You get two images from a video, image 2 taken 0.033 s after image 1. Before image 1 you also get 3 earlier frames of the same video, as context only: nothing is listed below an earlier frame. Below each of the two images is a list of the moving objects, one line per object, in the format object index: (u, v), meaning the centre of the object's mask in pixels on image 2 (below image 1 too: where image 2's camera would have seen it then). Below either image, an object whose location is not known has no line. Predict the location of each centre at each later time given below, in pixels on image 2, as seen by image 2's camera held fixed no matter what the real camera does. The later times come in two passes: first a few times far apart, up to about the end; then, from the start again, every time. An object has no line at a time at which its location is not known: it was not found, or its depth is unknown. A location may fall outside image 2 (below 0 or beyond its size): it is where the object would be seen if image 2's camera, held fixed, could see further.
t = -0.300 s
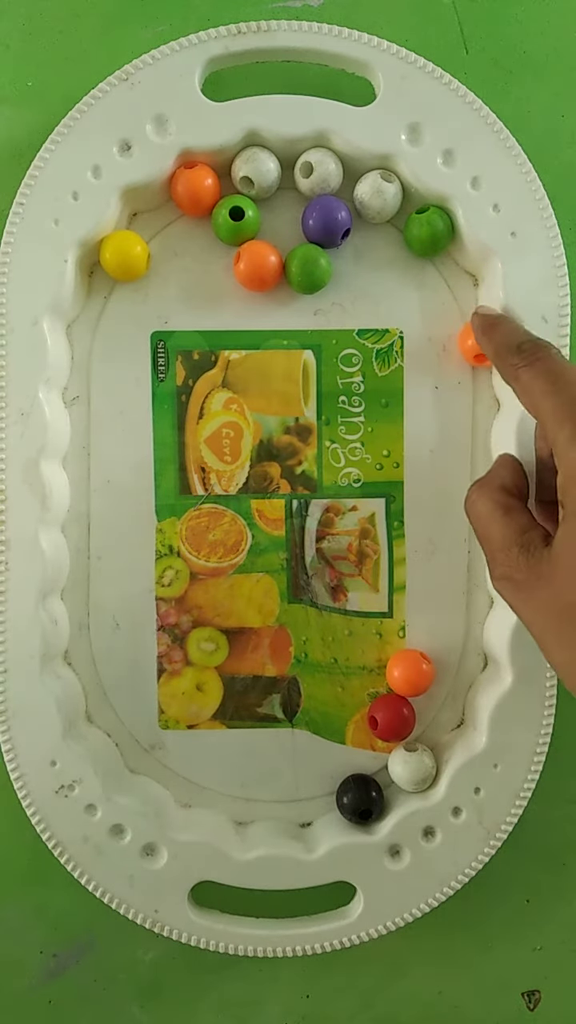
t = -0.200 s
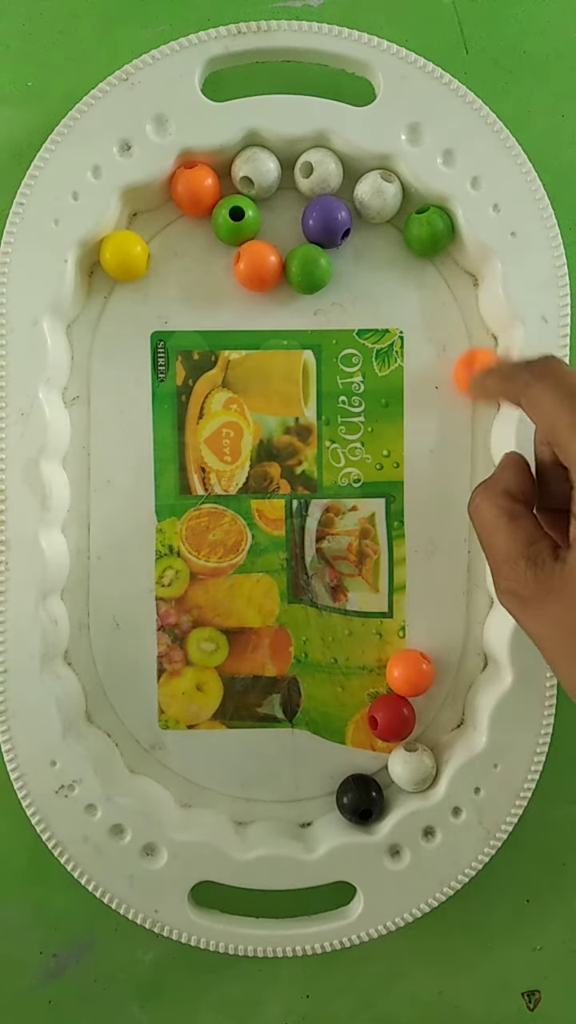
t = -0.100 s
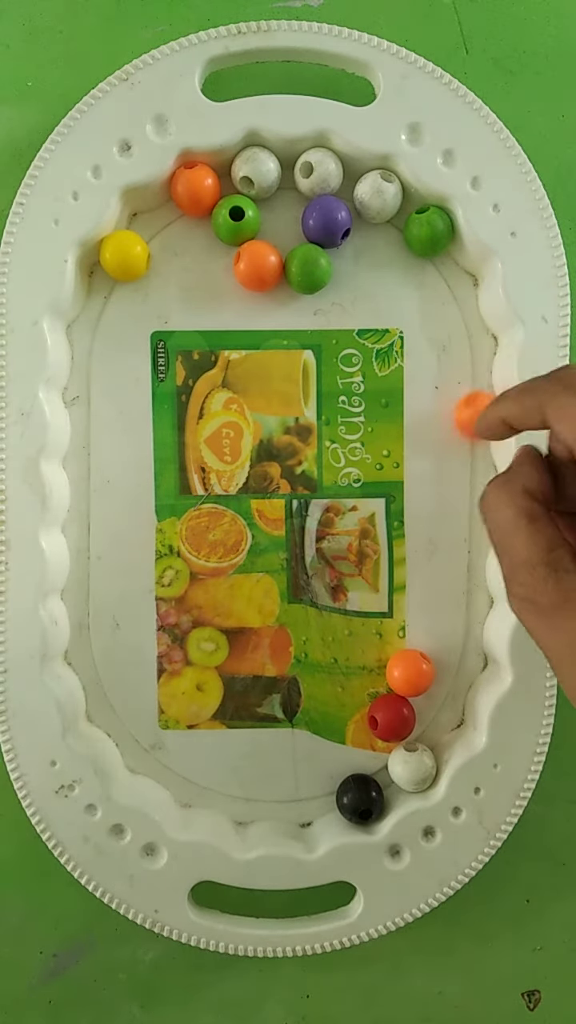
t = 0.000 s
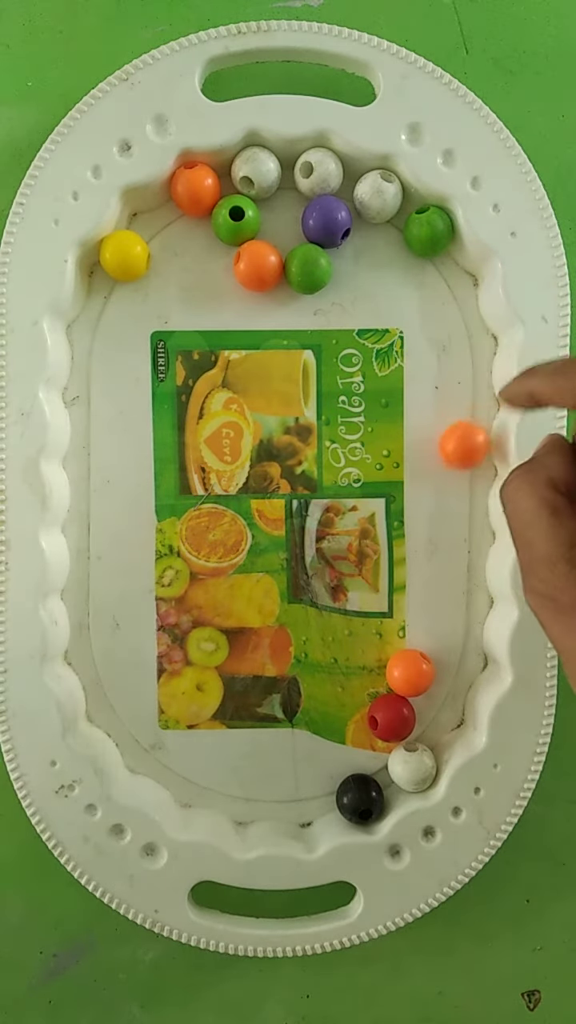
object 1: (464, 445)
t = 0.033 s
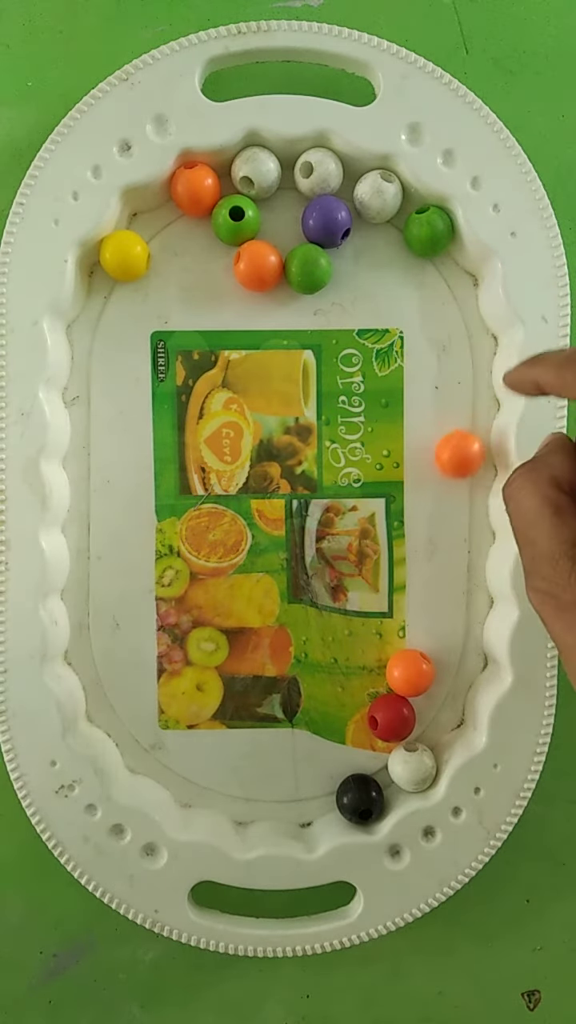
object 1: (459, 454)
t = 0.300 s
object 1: (416, 528)
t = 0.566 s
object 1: (372, 606)
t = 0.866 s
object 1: (357, 692)
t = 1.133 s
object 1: (347, 728)
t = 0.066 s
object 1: (454, 463)
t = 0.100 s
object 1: (449, 472)
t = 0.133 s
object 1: (443, 481)
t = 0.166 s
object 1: (437, 491)
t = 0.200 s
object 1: (432, 500)
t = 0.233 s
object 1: (426, 510)
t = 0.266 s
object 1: (421, 519)
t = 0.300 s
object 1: (416, 528)
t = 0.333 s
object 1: (411, 537)
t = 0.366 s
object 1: (406, 546)
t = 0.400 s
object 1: (399, 556)
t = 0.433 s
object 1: (394, 565)
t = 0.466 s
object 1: (388, 575)
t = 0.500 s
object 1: (383, 584)
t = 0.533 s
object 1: (378, 595)
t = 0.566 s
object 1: (372, 606)
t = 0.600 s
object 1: (368, 616)
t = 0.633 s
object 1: (365, 629)
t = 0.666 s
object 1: (363, 640)
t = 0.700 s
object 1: (361, 651)
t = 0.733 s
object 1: (362, 661)
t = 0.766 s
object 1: (362, 673)
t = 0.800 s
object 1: (361, 682)
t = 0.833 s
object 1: (360, 688)
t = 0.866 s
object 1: (357, 692)
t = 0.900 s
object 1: (354, 696)
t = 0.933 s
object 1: (352, 701)
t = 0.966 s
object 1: (349, 706)
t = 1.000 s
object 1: (348, 711)
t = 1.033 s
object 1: (348, 715)
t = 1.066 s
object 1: (347, 719)
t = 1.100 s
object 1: (347, 724)
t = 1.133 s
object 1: (347, 728)
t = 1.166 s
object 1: (348, 731)
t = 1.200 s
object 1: (349, 733)
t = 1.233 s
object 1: (350, 735)
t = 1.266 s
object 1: (351, 737)
